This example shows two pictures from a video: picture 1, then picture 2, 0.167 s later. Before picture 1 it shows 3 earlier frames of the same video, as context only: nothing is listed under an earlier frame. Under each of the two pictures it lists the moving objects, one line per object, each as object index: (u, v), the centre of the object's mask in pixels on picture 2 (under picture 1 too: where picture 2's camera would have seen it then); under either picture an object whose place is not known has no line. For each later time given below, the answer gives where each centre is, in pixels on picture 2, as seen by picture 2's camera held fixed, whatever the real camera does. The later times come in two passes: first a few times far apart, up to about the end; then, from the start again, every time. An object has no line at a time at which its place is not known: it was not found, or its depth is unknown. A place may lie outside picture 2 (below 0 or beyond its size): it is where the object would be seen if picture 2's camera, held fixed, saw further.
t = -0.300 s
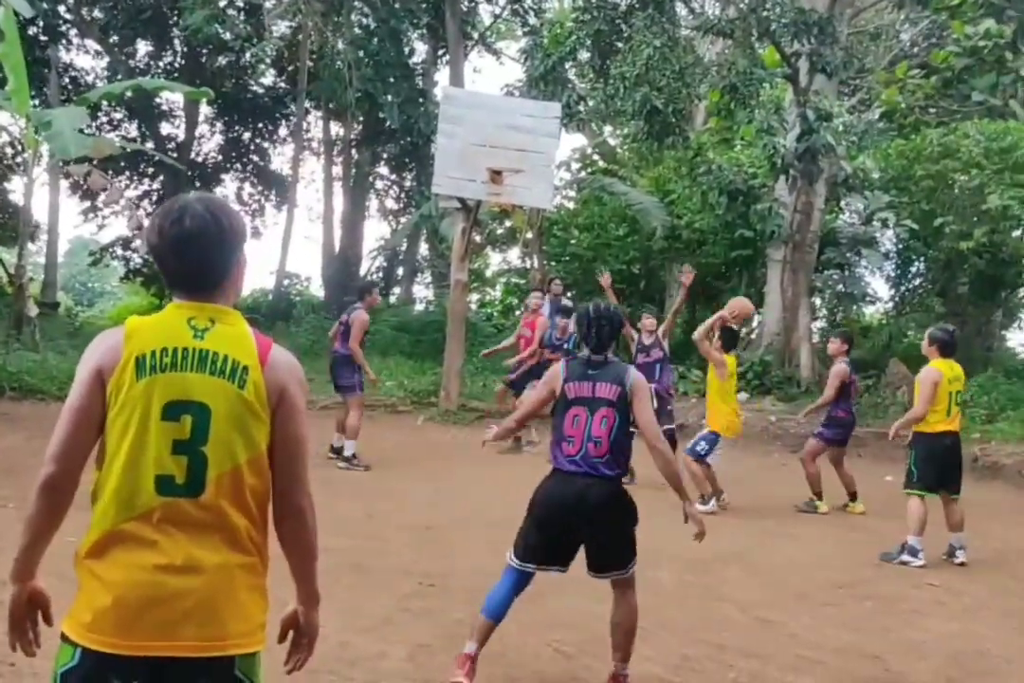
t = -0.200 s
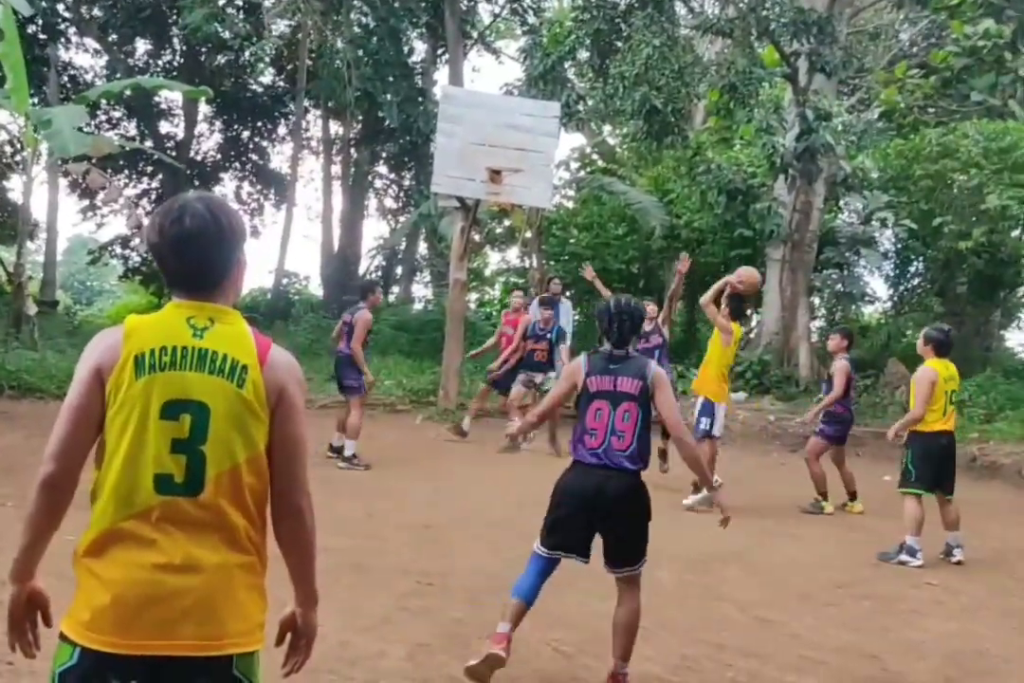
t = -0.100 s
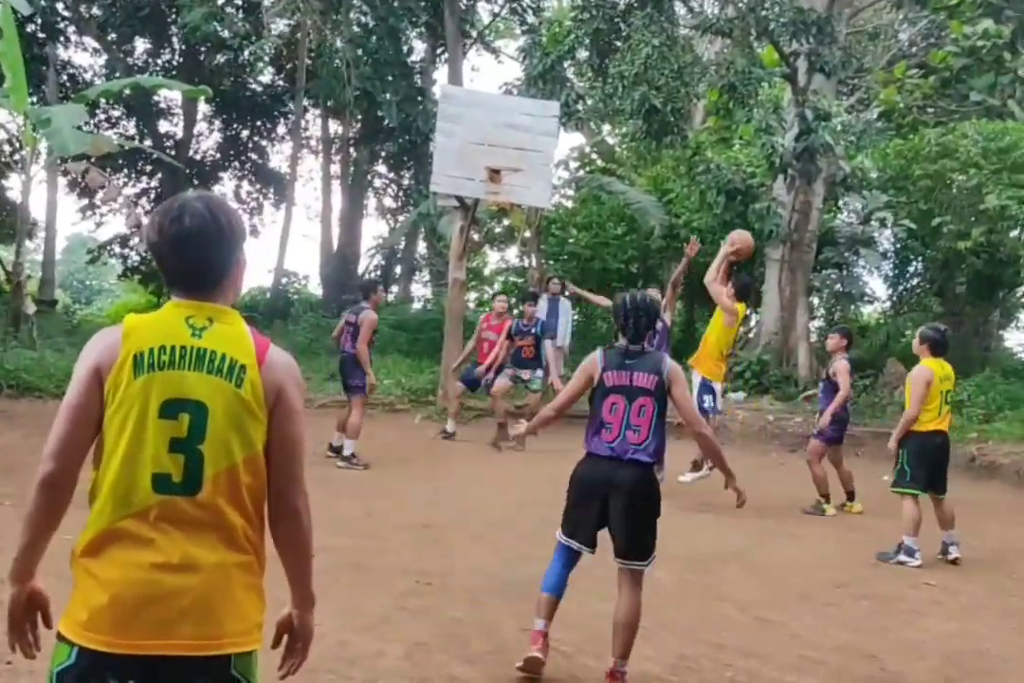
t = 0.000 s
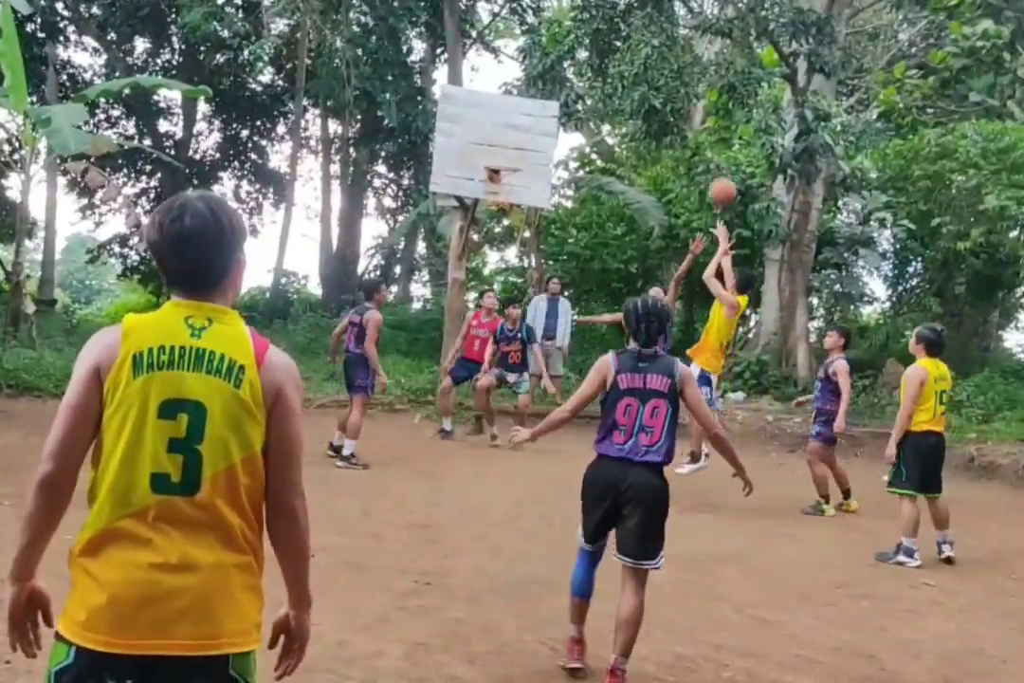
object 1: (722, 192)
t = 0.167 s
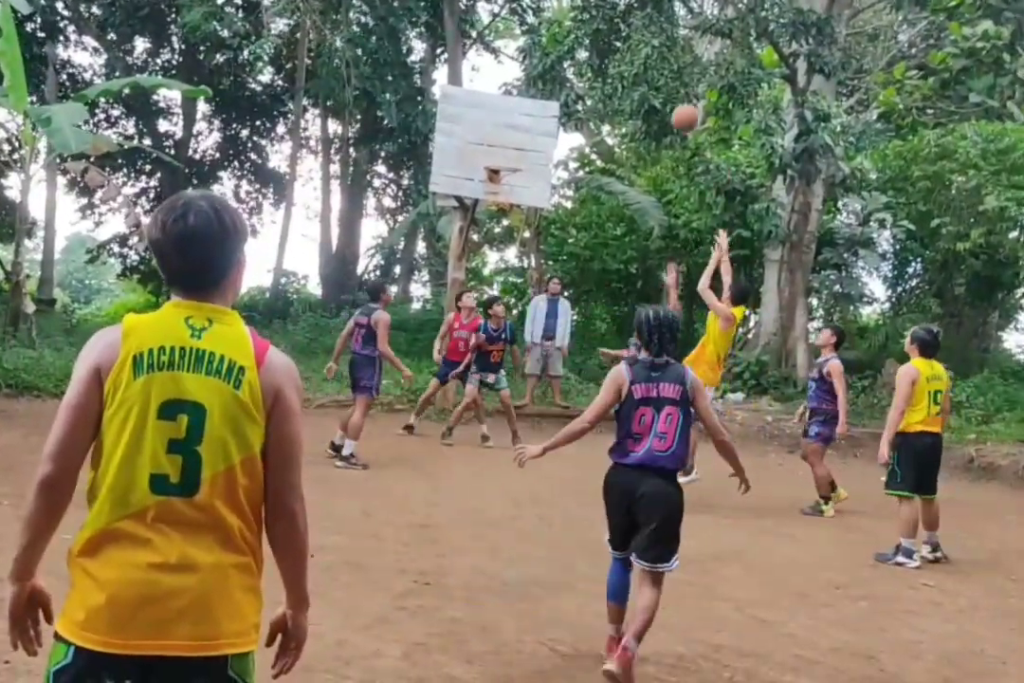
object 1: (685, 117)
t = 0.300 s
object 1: (655, 83)
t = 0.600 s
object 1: (586, 75)
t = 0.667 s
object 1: (570, 85)
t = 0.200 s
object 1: (677, 107)
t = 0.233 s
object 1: (671, 97)
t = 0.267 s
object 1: (662, 90)
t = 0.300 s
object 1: (655, 83)
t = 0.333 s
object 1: (647, 77)
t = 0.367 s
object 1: (640, 74)
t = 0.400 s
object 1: (632, 70)
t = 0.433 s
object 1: (626, 68)
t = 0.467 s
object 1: (616, 67)
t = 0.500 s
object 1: (609, 67)
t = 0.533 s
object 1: (602, 69)
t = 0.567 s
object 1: (594, 71)
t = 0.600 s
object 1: (586, 75)
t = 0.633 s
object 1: (578, 79)
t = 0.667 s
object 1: (570, 85)
